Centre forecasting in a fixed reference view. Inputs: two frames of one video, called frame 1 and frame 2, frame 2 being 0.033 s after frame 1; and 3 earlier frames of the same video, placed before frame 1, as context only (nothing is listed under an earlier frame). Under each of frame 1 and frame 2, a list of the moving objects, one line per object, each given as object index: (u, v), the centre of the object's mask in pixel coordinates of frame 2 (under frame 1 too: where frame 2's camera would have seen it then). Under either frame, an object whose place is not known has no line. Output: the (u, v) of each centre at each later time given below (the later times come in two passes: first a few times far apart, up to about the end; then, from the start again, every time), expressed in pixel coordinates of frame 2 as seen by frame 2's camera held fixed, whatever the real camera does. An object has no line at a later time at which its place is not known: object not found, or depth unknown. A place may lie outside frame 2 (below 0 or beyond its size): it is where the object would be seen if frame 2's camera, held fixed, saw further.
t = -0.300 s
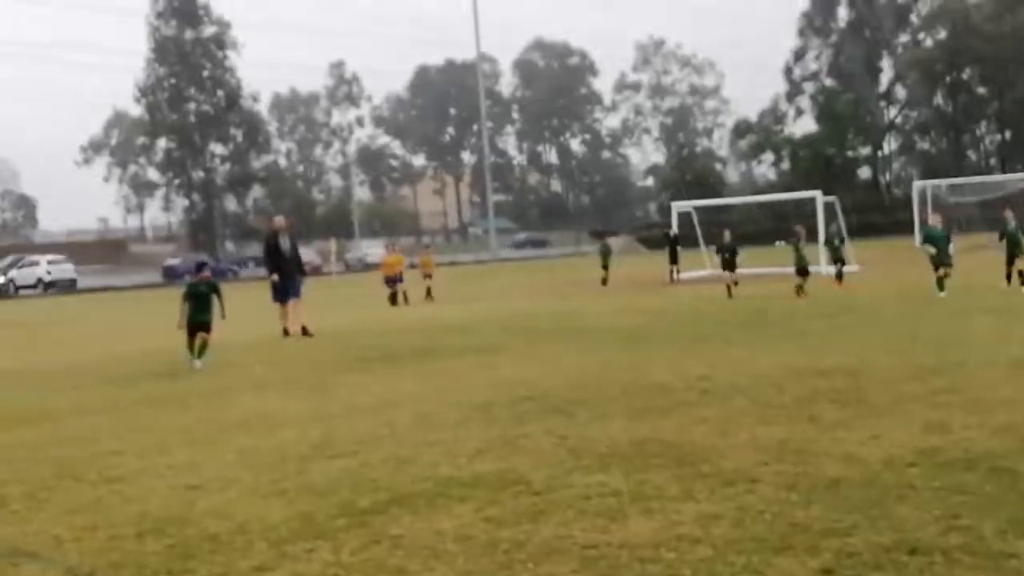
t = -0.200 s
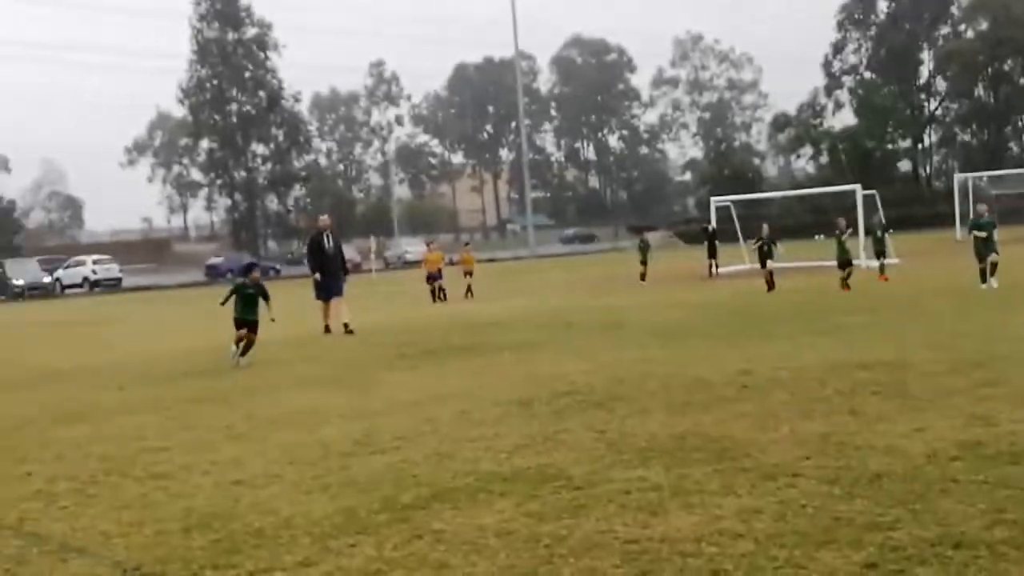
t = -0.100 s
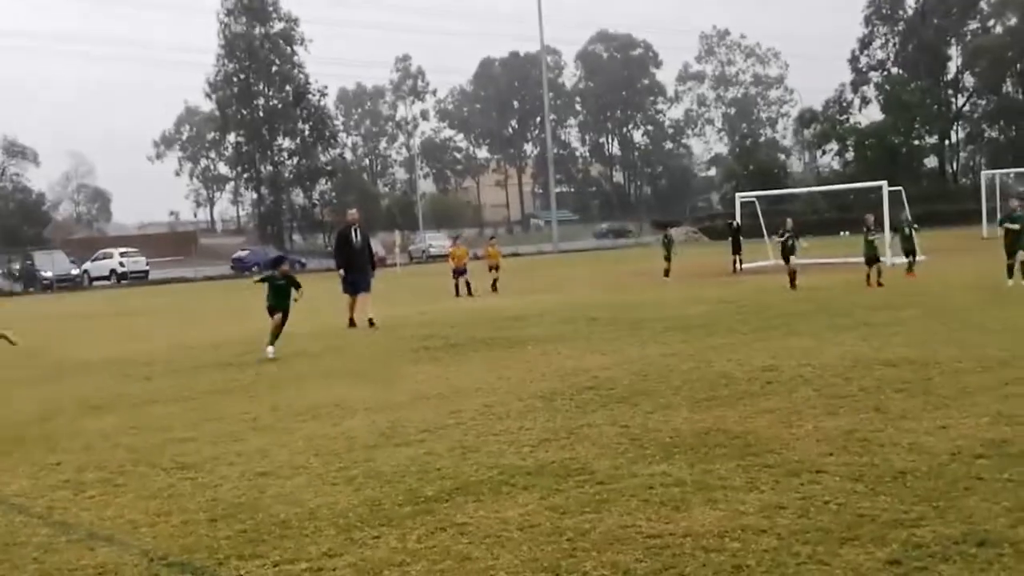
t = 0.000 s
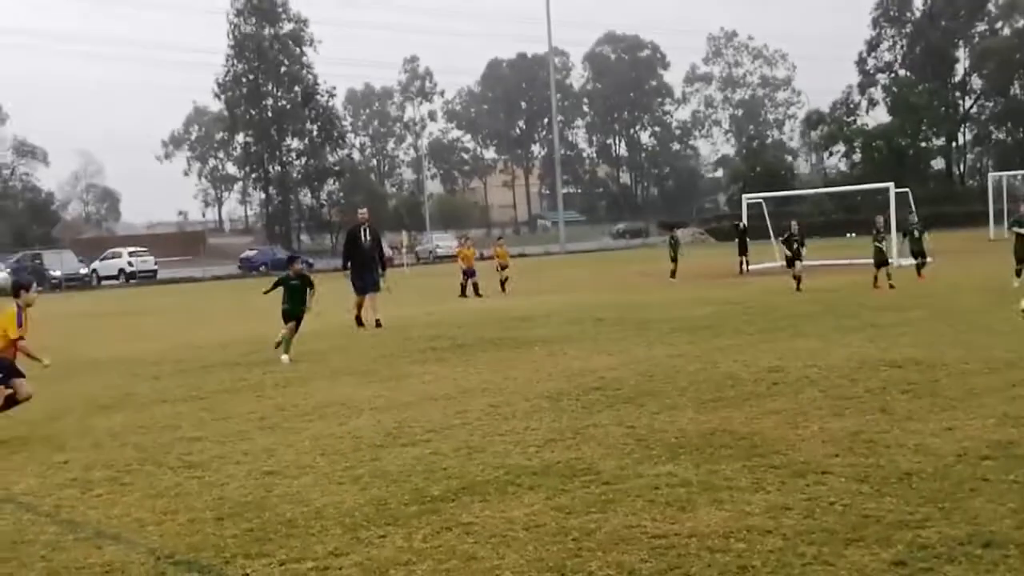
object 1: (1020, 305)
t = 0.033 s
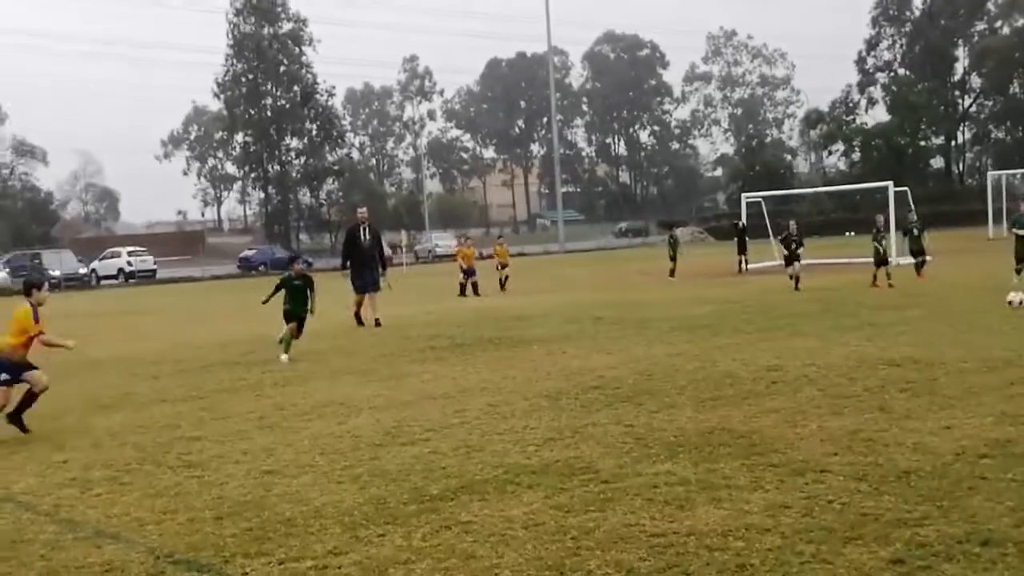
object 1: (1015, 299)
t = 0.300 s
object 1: (917, 293)
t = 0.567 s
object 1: (820, 324)
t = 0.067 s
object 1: (1002, 295)
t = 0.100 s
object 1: (990, 292)
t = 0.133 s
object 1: (978, 290)
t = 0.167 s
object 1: (966, 288)
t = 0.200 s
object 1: (953, 287)
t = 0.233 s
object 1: (941, 288)
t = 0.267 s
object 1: (929, 290)
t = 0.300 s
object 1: (917, 293)
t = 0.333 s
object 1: (903, 297)
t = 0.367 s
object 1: (889, 302)
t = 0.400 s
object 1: (876, 308)
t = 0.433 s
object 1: (862, 314)
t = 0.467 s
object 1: (848, 323)
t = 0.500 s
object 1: (836, 330)
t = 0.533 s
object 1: (827, 327)
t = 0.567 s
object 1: (820, 324)
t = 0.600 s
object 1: (812, 320)
